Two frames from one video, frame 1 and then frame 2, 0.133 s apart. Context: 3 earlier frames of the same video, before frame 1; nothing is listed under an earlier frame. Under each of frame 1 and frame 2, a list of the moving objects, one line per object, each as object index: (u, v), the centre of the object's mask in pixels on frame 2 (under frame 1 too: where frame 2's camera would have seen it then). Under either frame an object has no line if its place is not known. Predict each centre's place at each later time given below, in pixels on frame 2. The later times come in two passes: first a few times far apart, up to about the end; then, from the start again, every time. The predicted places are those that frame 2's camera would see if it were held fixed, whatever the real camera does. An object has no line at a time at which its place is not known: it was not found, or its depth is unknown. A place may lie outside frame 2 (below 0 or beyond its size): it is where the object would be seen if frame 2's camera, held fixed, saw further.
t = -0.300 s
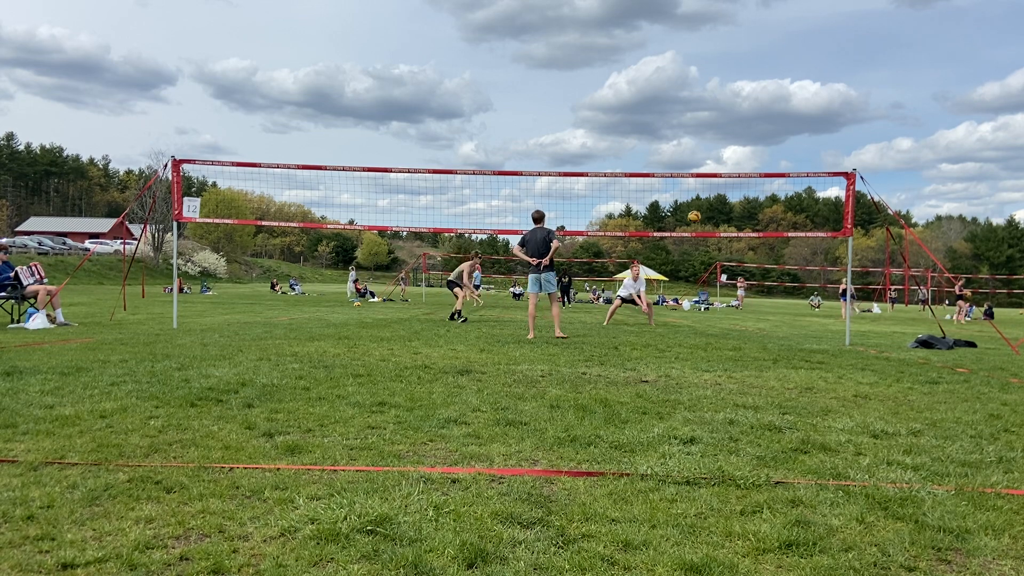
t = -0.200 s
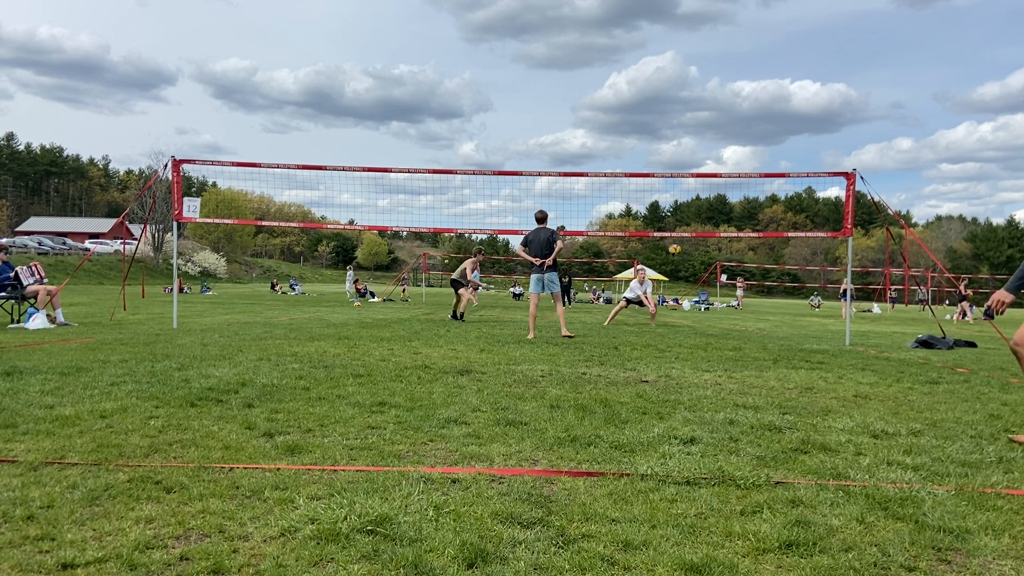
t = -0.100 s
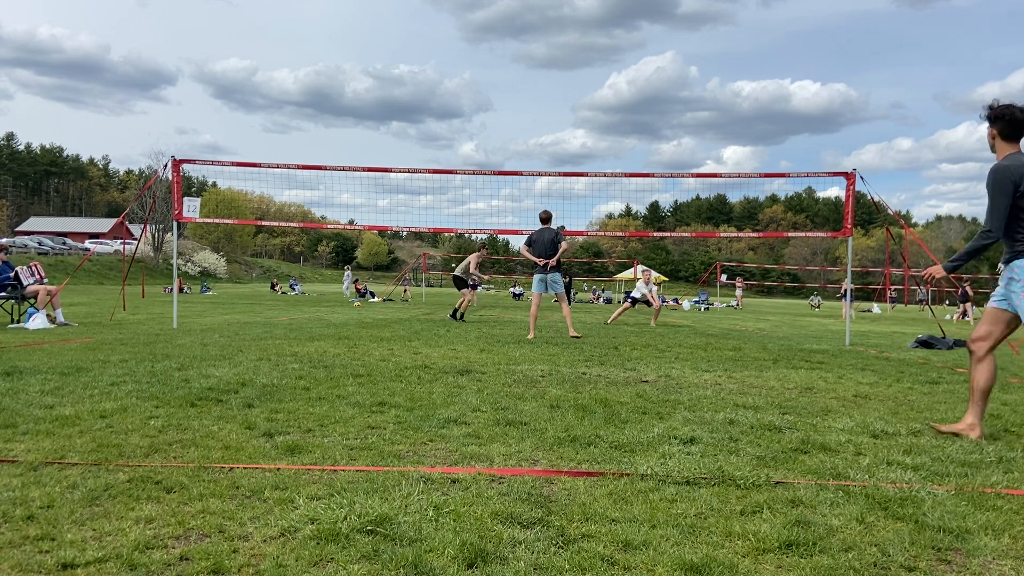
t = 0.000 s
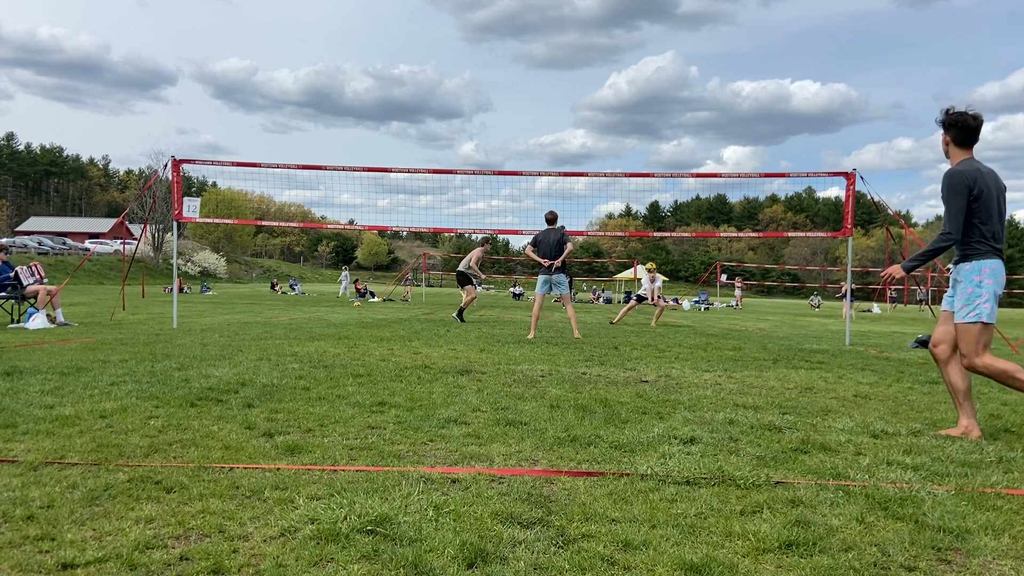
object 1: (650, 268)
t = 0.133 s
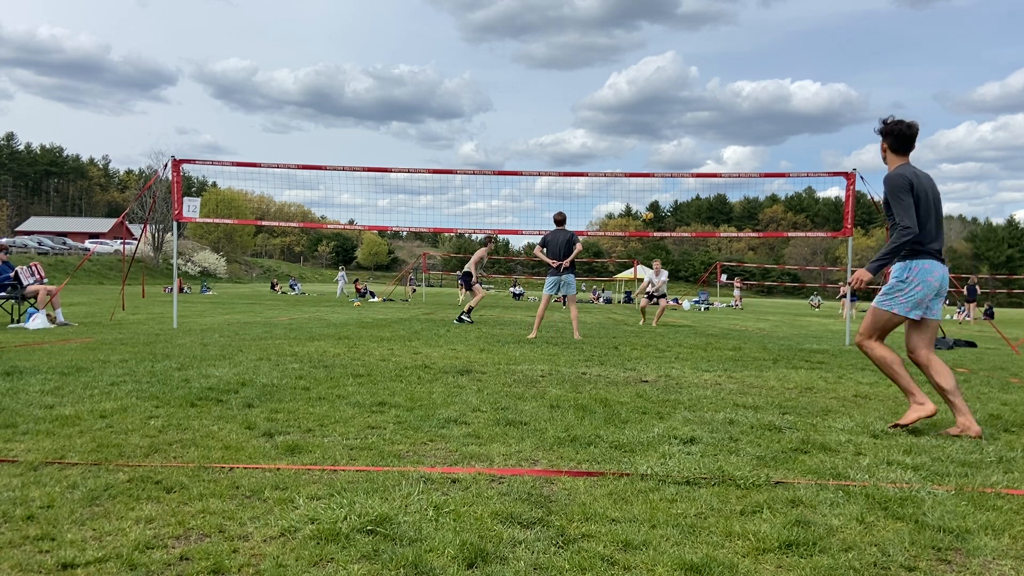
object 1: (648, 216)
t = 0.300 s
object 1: (645, 164)
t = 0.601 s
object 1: (638, 98)
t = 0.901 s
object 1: (627, 77)
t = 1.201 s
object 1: (615, 104)
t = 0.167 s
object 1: (648, 205)
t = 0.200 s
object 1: (647, 194)
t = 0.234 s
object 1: (646, 184)
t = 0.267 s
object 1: (645, 171)
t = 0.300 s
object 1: (645, 164)
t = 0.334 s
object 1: (644, 154)
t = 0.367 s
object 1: (644, 146)
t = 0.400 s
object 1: (643, 137)
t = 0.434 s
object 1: (642, 129)
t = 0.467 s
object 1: (641, 122)
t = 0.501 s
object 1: (641, 116)
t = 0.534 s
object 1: (640, 109)
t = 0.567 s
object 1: (639, 104)
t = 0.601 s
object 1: (638, 98)
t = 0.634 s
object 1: (637, 94)
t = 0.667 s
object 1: (636, 90)
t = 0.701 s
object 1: (635, 86)
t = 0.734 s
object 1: (634, 83)
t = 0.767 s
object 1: (632, 81)
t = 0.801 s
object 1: (631, 79)
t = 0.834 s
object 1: (630, 78)
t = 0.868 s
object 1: (629, 77)
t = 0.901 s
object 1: (627, 77)
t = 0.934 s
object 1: (626, 77)
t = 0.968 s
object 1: (625, 79)
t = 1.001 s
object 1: (624, 80)
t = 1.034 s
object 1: (622, 83)
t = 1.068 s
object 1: (621, 86)
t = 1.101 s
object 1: (619, 89)
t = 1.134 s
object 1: (618, 93)
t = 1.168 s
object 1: (616, 98)
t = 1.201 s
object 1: (615, 104)
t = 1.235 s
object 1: (613, 110)
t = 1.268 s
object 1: (611, 117)
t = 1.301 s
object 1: (610, 124)
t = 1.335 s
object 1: (608, 132)
